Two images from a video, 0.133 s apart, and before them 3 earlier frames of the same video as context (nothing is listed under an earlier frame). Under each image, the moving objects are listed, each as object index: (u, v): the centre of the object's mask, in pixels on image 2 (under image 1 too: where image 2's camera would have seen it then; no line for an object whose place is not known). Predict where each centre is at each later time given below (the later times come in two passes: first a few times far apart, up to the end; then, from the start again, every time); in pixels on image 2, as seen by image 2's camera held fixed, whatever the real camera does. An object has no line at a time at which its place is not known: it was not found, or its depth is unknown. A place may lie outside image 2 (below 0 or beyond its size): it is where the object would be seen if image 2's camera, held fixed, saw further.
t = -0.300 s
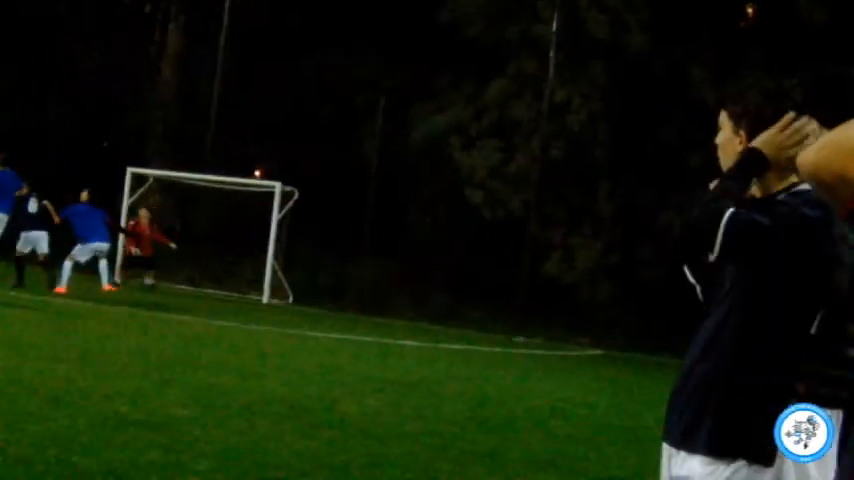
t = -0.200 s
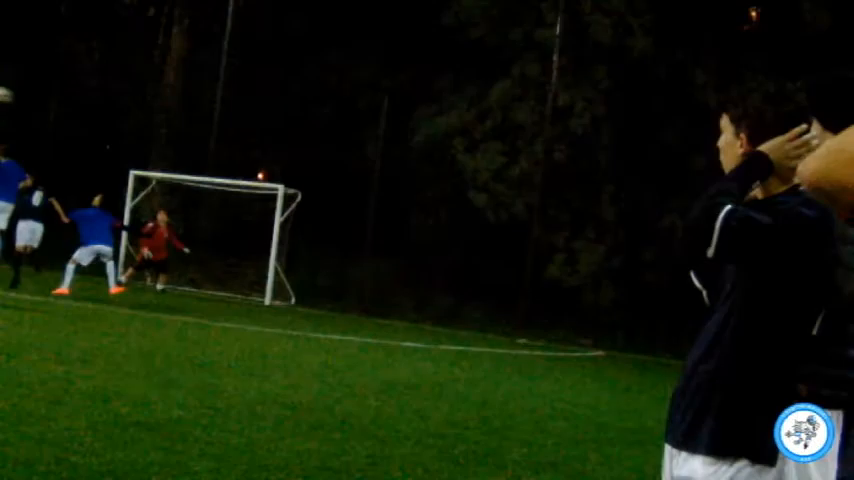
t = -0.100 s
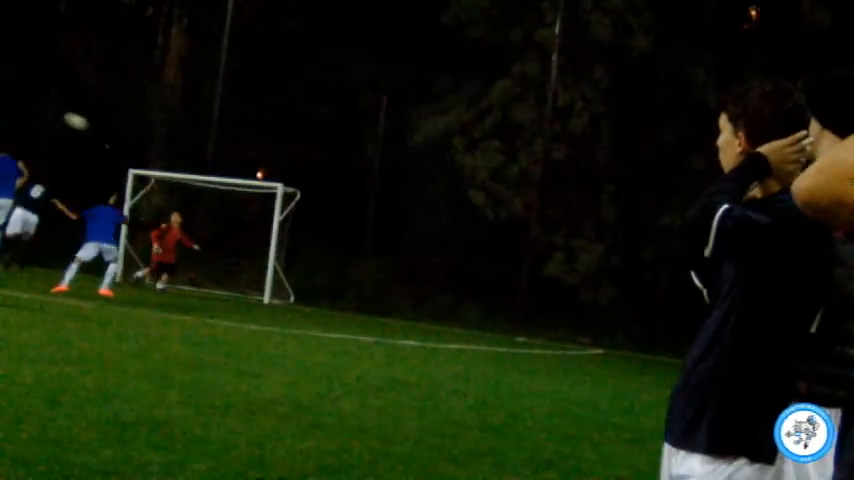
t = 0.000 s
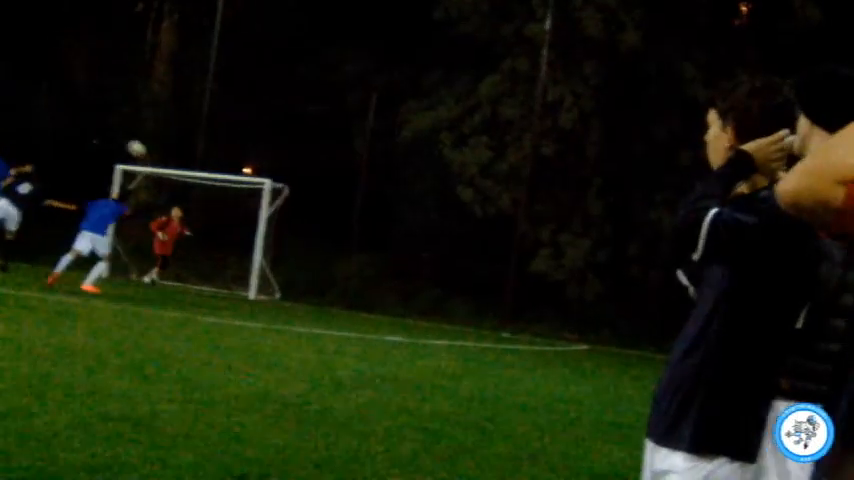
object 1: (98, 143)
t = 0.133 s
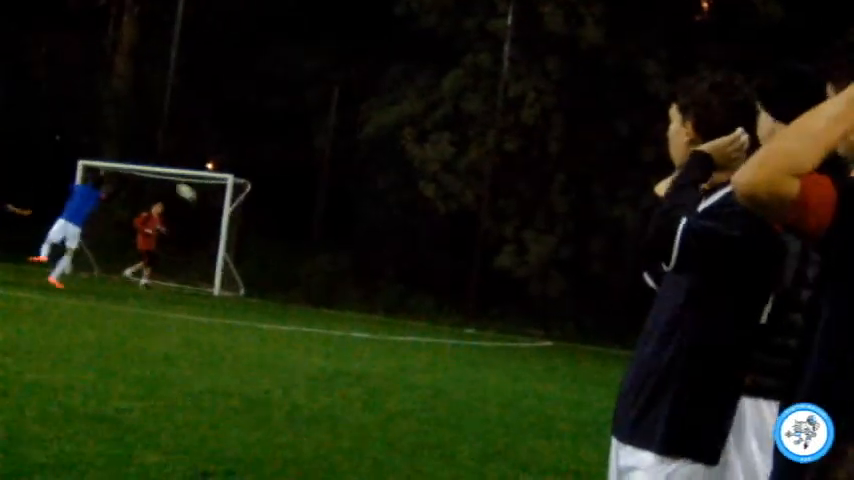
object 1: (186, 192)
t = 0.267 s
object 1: (268, 245)
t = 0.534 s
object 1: (375, 275)
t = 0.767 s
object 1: (402, 245)
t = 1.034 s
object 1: (428, 247)
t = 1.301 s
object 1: (451, 289)
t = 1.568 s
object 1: (476, 298)
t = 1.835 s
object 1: (504, 286)
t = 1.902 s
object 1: (510, 289)
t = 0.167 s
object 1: (207, 205)
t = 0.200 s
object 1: (228, 217)
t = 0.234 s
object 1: (247, 231)
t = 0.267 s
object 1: (268, 245)
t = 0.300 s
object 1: (285, 258)
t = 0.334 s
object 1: (303, 273)
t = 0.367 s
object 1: (321, 288)
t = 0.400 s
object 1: (338, 302)
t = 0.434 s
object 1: (350, 300)
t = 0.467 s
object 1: (359, 291)
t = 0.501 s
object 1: (369, 283)
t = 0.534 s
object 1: (375, 275)
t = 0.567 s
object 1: (380, 268)
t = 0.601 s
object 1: (384, 263)
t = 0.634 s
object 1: (387, 259)
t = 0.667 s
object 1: (391, 253)
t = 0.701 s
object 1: (396, 249)
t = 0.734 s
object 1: (398, 247)
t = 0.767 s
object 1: (402, 245)
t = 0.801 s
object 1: (406, 241)
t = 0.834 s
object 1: (409, 240)
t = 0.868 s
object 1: (413, 240)
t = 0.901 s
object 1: (415, 241)
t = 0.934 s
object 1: (419, 240)
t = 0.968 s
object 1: (421, 240)
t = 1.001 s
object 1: (425, 244)
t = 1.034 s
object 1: (428, 247)
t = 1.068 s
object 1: (431, 249)
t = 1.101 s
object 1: (434, 251)
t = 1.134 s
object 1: (437, 256)
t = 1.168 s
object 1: (439, 262)
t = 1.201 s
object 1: (442, 267)
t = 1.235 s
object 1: (445, 273)
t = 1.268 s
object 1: (447, 281)
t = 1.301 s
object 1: (451, 289)
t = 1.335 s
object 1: (452, 297)
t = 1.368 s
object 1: (455, 307)
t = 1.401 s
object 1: (457, 318)
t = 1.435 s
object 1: (461, 319)
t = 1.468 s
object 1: (465, 313)
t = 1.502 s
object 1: (469, 308)
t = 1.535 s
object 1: (473, 303)
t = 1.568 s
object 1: (476, 298)
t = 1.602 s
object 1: (480, 294)
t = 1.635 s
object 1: (484, 291)
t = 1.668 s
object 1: (488, 288)
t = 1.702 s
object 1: (491, 287)
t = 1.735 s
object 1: (495, 286)
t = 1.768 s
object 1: (498, 285)
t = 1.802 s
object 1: (501, 285)
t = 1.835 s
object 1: (504, 286)
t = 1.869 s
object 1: (507, 287)
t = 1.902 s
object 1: (510, 289)
